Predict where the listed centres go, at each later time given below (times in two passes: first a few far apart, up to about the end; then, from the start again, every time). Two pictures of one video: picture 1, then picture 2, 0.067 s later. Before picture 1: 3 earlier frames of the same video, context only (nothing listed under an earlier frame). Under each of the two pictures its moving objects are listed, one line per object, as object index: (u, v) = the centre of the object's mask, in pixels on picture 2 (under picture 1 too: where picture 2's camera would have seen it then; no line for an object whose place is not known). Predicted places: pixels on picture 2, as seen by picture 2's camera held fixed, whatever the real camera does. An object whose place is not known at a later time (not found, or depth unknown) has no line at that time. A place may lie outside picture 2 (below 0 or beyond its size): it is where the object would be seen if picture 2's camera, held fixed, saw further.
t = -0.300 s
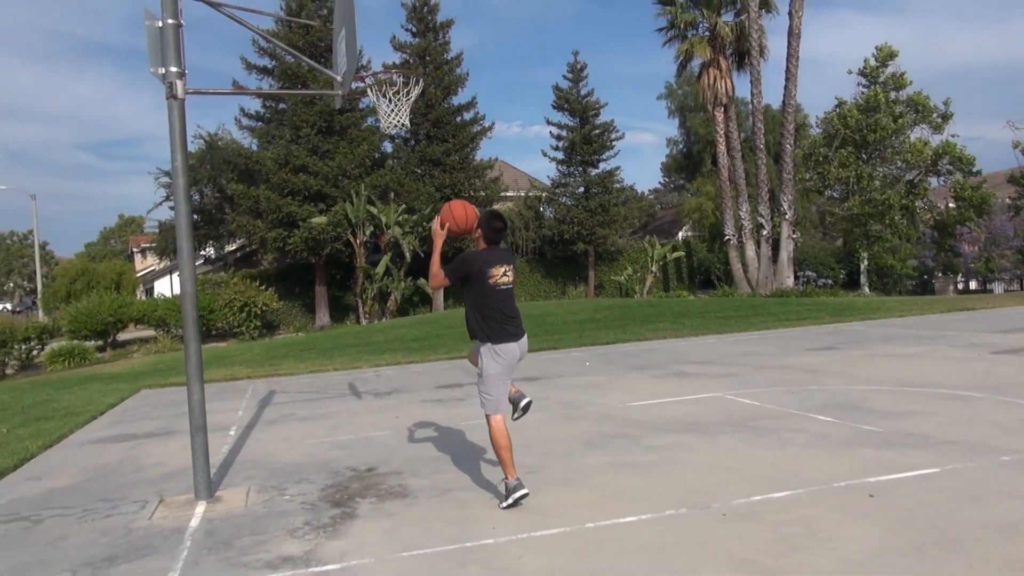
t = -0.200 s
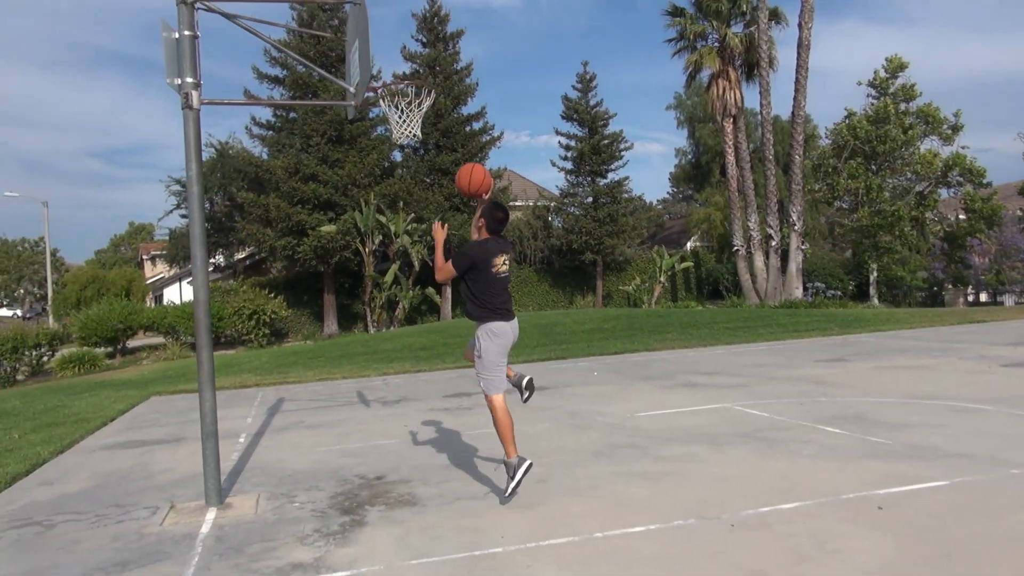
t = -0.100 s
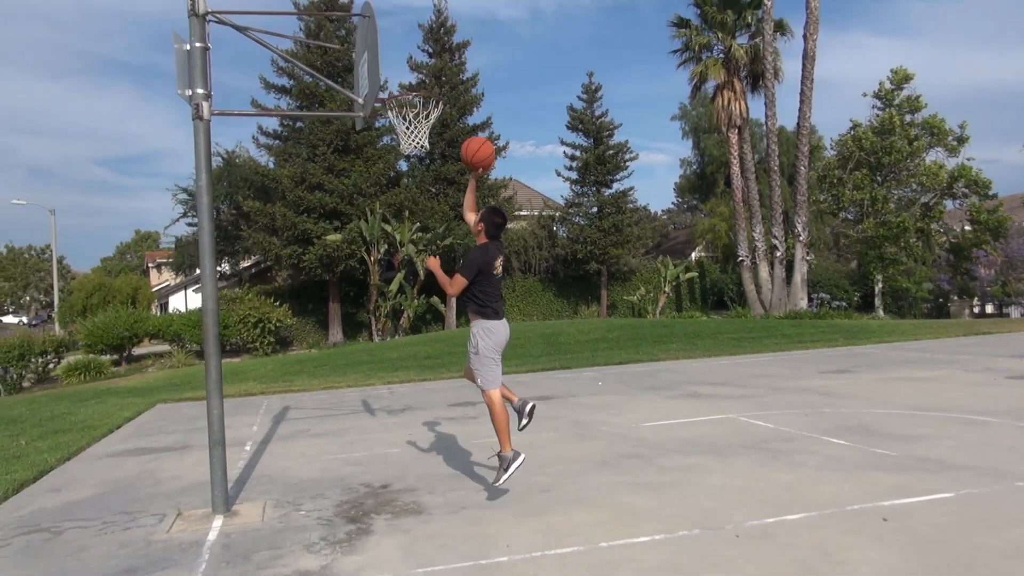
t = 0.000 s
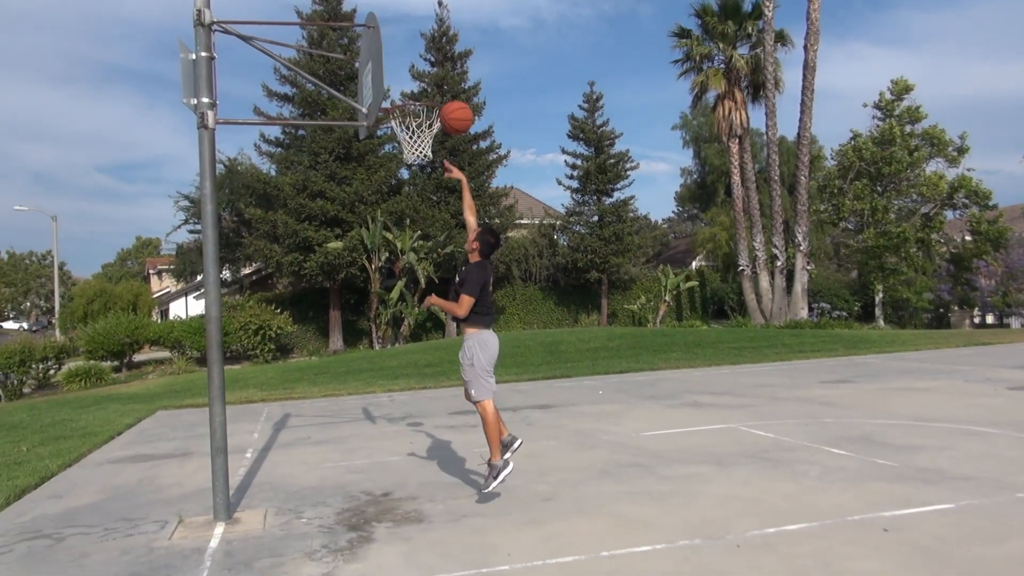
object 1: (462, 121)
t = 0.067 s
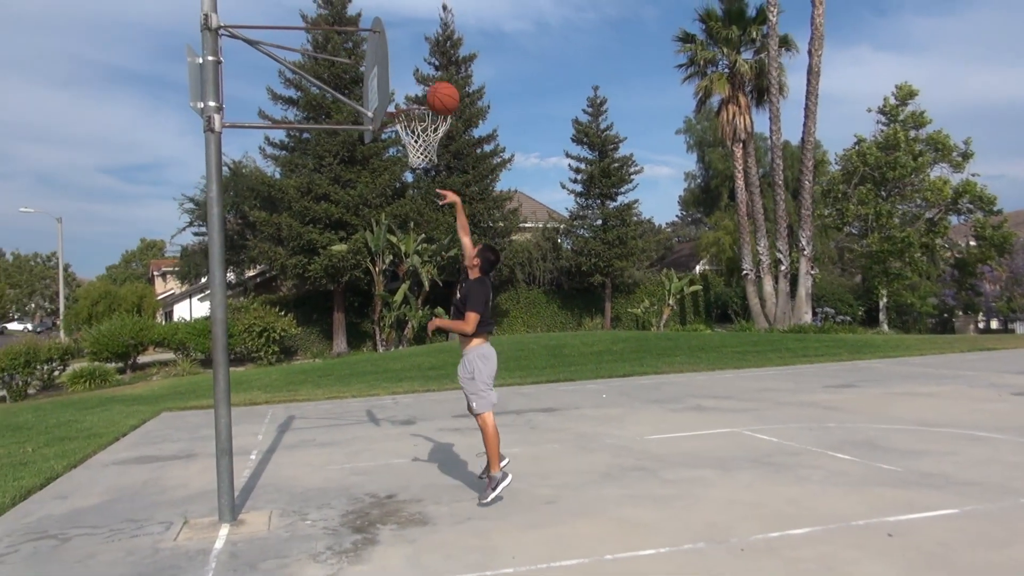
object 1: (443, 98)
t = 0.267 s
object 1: (399, 67)
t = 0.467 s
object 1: (422, 101)
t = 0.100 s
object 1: (434, 90)
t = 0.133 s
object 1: (426, 82)
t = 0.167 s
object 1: (418, 76)
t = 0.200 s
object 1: (410, 72)
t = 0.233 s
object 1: (403, 69)
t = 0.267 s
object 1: (399, 67)
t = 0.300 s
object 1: (401, 70)
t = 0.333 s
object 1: (404, 75)
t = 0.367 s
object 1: (407, 81)
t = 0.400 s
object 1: (412, 88)
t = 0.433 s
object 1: (417, 95)
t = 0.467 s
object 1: (422, 101)
